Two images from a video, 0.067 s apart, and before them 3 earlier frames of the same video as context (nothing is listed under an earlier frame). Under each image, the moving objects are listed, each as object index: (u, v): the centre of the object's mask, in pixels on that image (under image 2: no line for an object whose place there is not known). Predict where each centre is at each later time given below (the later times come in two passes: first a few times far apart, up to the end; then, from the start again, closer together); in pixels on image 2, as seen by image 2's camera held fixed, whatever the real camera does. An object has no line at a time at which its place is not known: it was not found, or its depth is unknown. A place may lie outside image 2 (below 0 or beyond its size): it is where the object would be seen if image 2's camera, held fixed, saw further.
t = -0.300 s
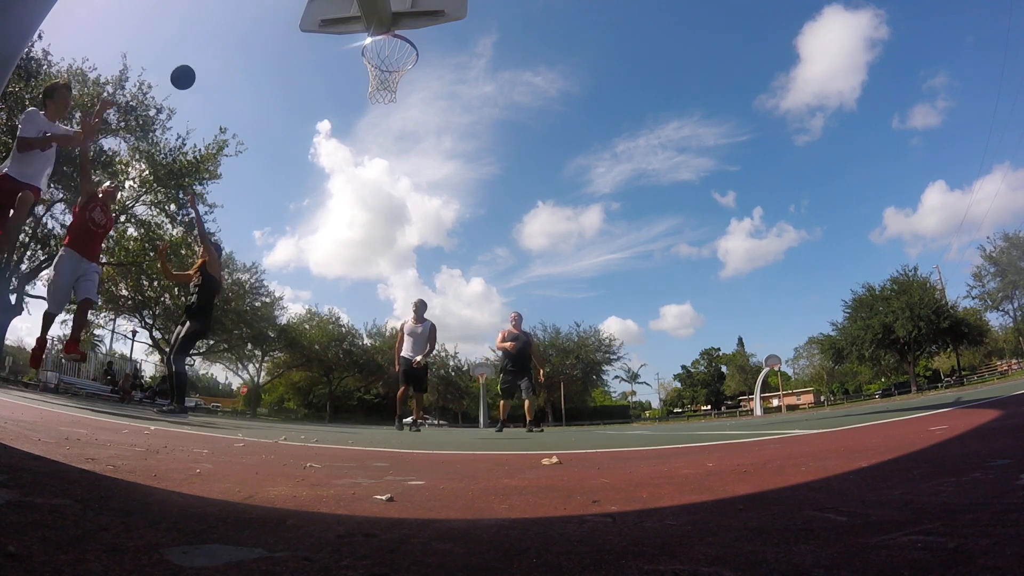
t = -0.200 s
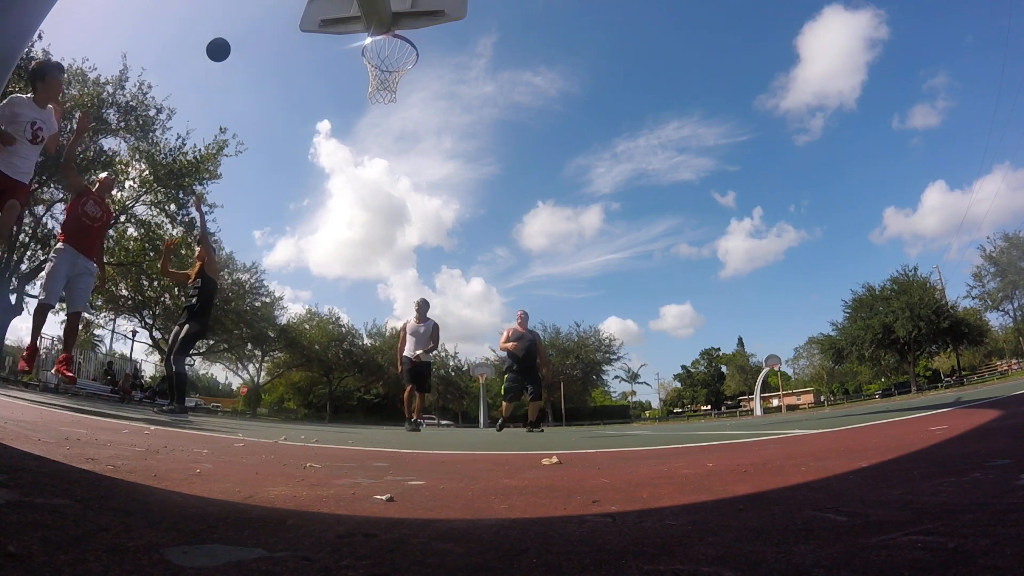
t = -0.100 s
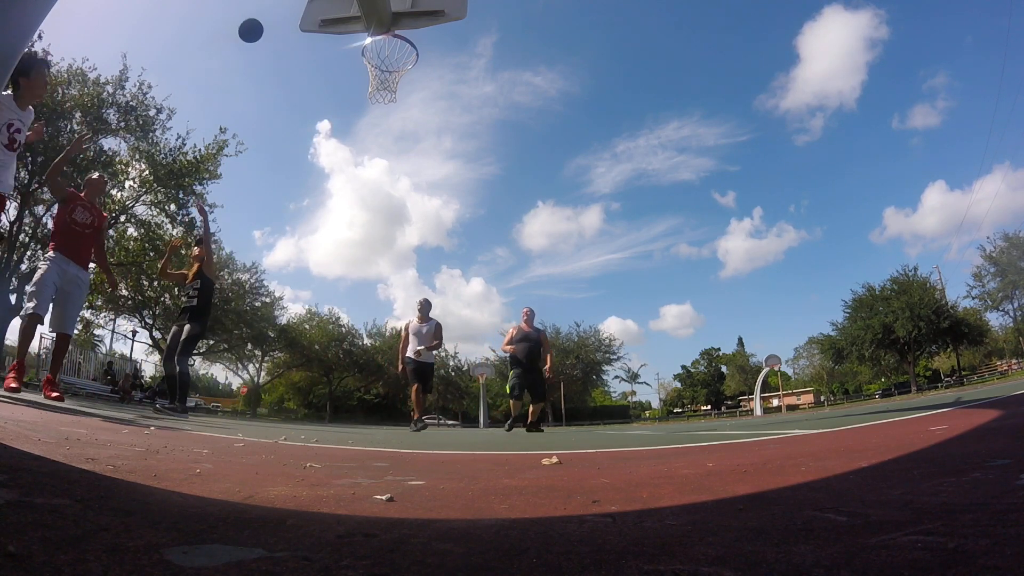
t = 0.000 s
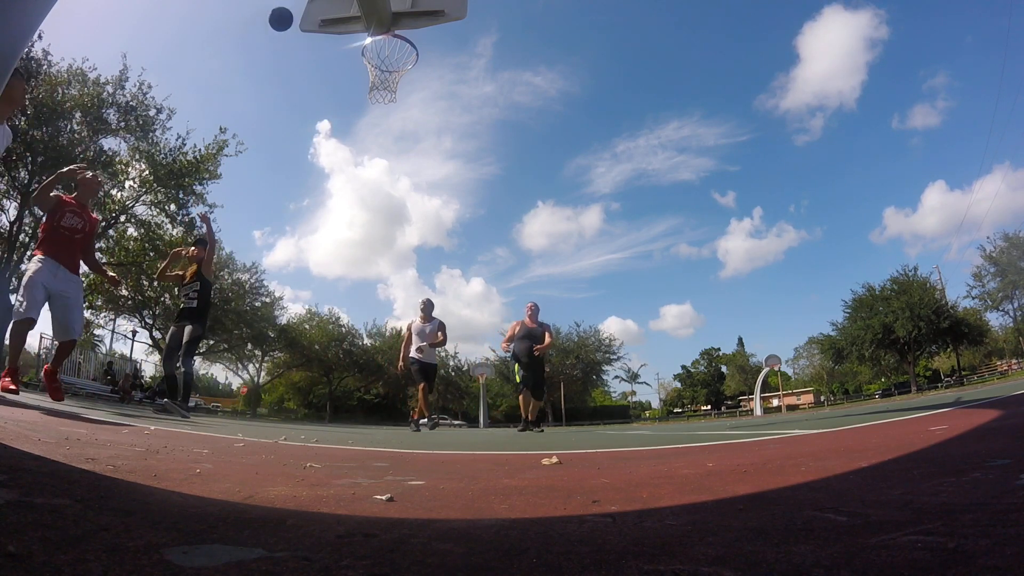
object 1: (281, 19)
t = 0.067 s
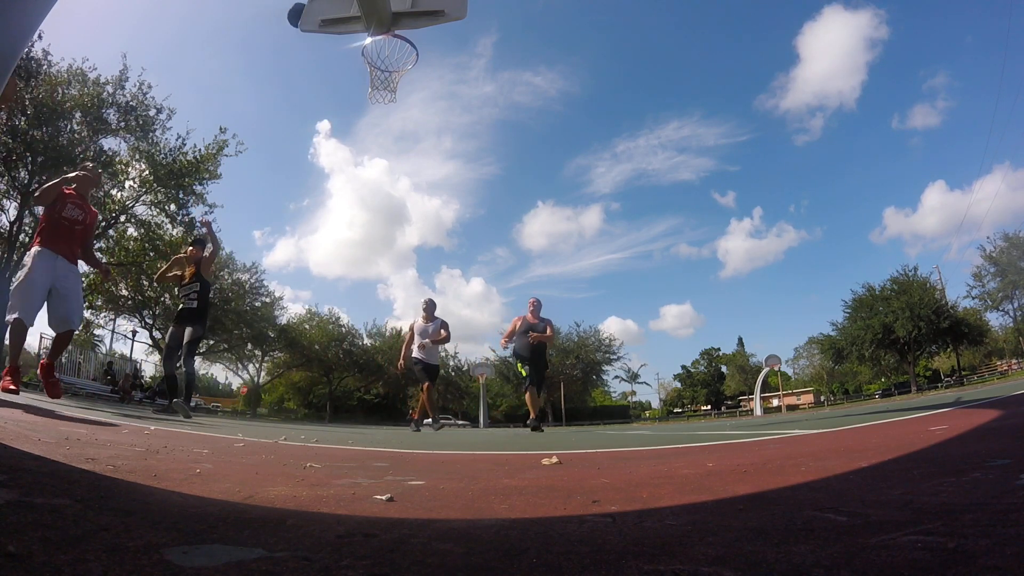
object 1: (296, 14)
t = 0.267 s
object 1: (353, 35)
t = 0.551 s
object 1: (404, 72)
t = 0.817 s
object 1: (382, 117)
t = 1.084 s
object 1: (346, 241)
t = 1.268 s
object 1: (317, 395)
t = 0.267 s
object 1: (353, 35)
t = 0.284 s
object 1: (357, 35)
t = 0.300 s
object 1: (359, 37)
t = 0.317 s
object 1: (360, 37)
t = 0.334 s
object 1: (368, 40)
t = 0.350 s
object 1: (374, 42)
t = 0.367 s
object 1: (381, 44)
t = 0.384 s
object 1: (384, 46)
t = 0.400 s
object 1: (388, 48)
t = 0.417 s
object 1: (393, 50)
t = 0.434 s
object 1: (398, 54)
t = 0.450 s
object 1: (402, 57)
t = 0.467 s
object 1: (403, 61)
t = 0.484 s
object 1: (404, 63)
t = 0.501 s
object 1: (404, 66)
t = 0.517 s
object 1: (403, 68)
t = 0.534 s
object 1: (403, 71)
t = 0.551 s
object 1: (404, 72)
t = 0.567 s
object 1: (403, 73)
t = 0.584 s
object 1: (403, 75)
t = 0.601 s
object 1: (402, 76)
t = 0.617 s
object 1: (402, 79)
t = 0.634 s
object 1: (401, 81)
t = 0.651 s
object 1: (400, 83)
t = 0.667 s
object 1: (398, 86)
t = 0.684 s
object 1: (397, 89)
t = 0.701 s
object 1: (395, 91)
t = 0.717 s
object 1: (393, 94)
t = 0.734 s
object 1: (392, 97)
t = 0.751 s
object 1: (390, 101)
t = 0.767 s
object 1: (388, 105)
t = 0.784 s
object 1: (386, 109)
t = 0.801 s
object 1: (384, 113)
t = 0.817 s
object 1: (382, 117)
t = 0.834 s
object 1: (380, 122)
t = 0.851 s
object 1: (378, 128)
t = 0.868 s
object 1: (376, 133)
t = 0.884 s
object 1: (374, 139)
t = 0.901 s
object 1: (372, 146)
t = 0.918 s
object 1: (370, 152)
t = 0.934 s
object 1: (368, 159)
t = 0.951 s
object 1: (366, 167)
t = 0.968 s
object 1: (363, 174)
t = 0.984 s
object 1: (361, 183)
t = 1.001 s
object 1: (359, 191)
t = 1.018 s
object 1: (356, 200)
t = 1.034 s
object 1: (354, 210)
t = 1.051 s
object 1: (351, 220)
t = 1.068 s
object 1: (349, 230)
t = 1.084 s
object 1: (346, 241)
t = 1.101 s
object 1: (343, 253)
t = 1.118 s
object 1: (341, 265)
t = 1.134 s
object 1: (338, 277)
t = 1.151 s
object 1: (335, 290)
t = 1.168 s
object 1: (333, 304)
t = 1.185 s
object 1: (330, 318)
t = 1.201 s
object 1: (328, 333)
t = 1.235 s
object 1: (322, 363)
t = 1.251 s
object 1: (320, 379)
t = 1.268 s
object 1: (317, 395)
